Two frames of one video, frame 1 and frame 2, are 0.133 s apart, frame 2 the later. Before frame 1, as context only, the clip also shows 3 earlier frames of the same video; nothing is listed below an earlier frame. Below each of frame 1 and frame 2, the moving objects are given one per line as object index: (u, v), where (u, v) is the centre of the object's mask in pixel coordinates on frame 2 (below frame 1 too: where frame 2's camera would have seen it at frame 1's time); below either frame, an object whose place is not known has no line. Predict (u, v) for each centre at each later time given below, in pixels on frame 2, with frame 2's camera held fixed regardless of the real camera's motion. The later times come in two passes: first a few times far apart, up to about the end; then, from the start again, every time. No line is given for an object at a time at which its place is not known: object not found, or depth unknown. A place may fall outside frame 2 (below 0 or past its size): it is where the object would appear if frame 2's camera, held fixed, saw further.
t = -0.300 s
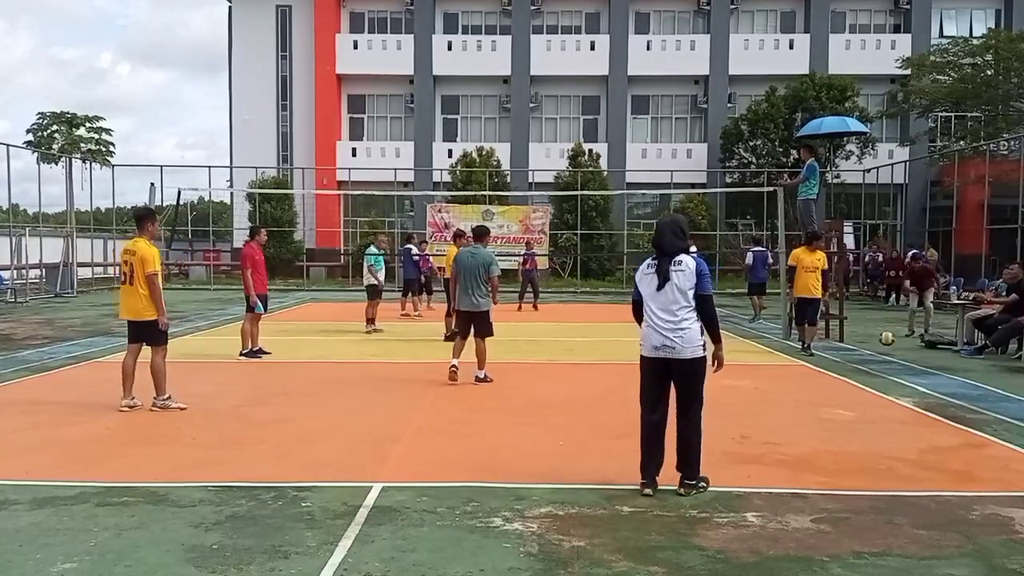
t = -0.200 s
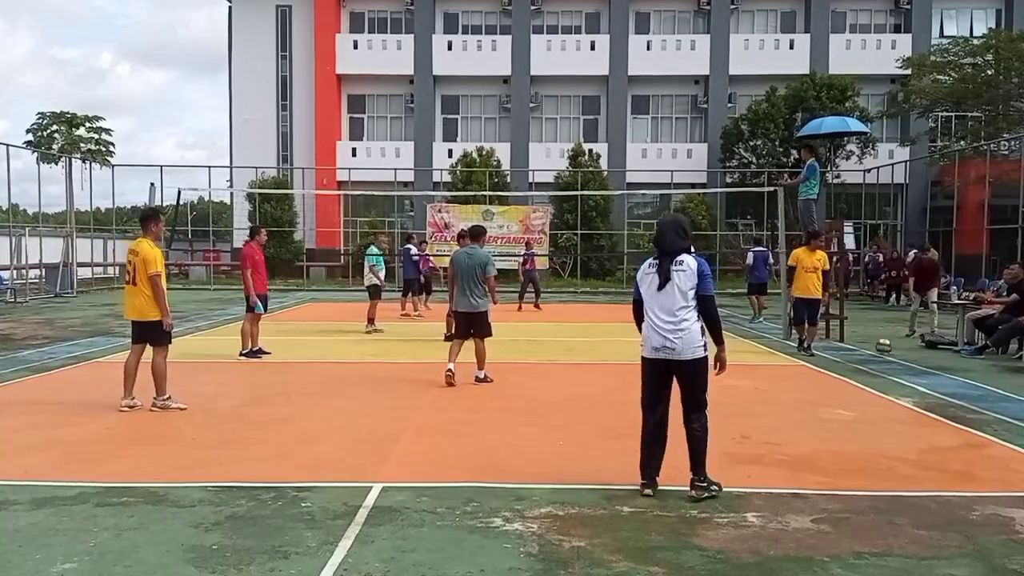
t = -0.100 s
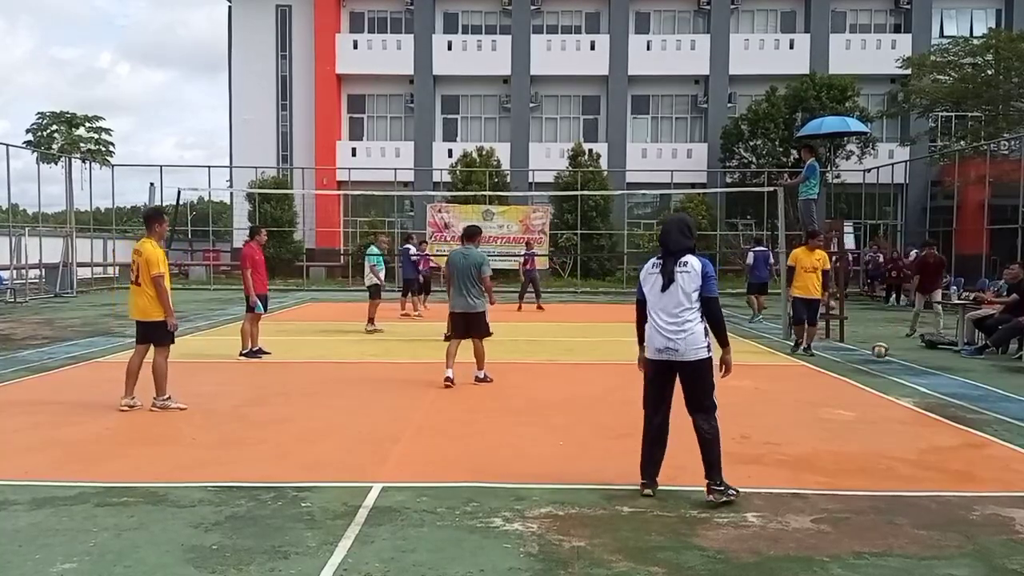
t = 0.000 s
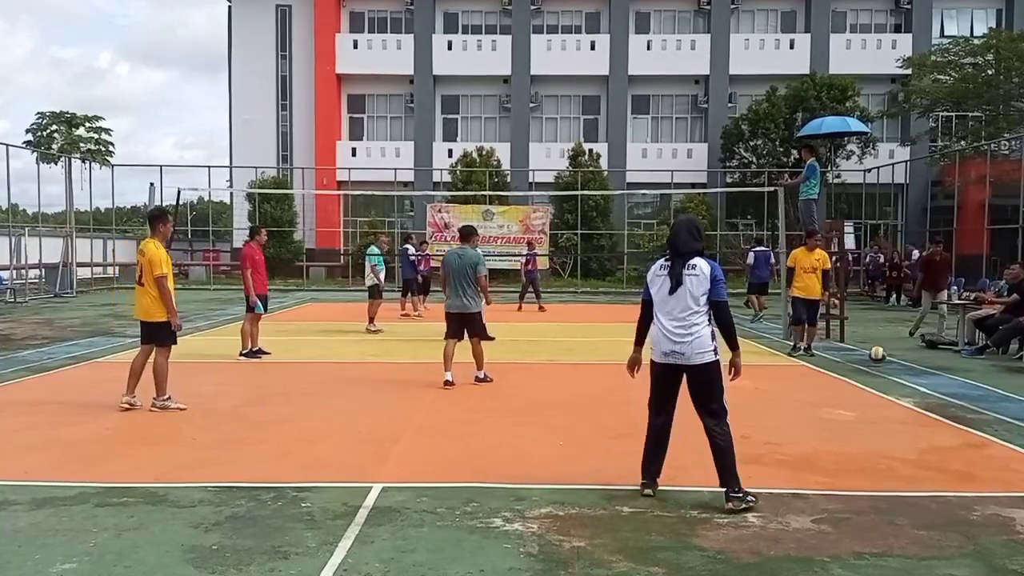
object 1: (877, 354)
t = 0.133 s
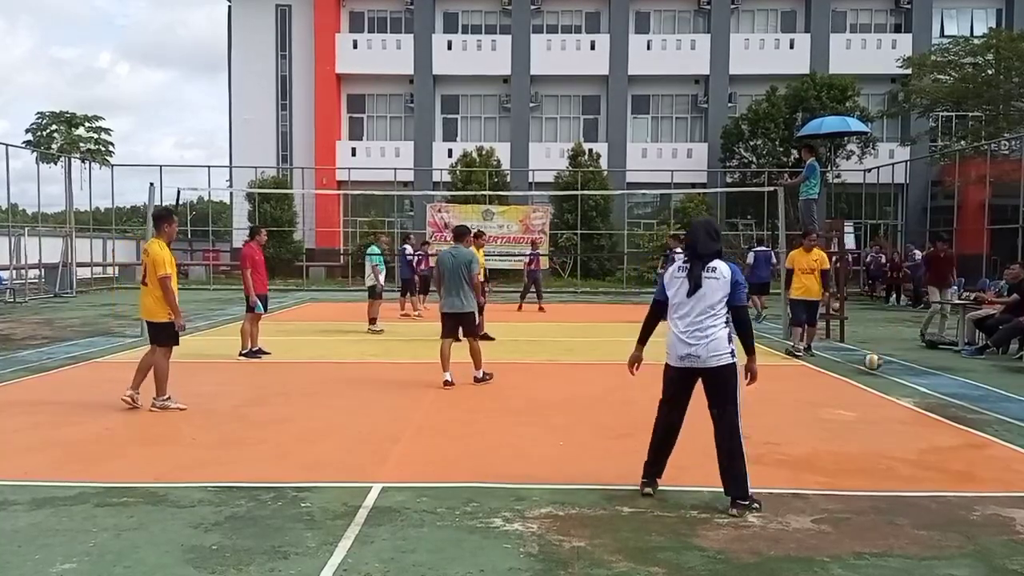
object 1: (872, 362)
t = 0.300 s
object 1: (866, 370)
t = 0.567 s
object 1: (855, 391)
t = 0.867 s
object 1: (840, 415)
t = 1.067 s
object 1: (827, 437)
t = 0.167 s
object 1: (871, 363)
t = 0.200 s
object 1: (870, 367)
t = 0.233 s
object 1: (869, 369)
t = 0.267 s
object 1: (867, 370)
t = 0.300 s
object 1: (866, 370)
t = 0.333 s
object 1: (865, 373)
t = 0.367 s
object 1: (863, 375)
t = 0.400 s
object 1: (861, 380)
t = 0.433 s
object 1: (861, 382)
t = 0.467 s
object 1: (859, 383)
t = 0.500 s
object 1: (858, 385)
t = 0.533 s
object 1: (856, 388)
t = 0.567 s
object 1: (855, 391)
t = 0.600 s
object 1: (853, 392)
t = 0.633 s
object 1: (852, 393)
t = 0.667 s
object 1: (850, 396)
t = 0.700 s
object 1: (849, 400)
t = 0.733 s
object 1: (847, 404)
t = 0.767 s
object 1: (846, 404)
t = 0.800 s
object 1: (844, 406)
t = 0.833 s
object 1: (842, 409)
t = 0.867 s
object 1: (840, 415)
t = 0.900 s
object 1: (839, 417)
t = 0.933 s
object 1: (836, 419)
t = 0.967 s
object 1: (834, 422)
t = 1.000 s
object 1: (832, 426)
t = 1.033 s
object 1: (830, 432)
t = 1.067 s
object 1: (827, 437)
